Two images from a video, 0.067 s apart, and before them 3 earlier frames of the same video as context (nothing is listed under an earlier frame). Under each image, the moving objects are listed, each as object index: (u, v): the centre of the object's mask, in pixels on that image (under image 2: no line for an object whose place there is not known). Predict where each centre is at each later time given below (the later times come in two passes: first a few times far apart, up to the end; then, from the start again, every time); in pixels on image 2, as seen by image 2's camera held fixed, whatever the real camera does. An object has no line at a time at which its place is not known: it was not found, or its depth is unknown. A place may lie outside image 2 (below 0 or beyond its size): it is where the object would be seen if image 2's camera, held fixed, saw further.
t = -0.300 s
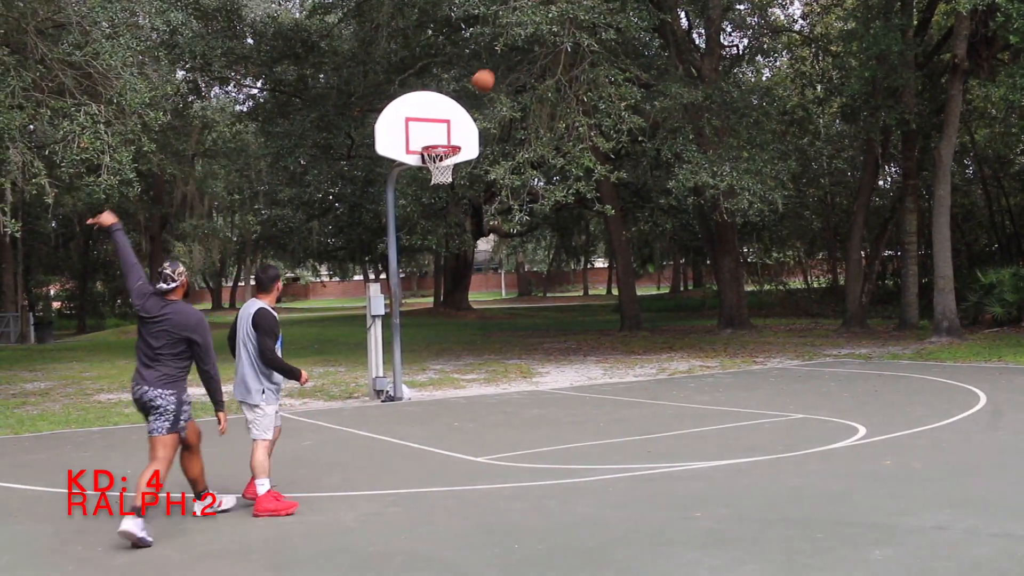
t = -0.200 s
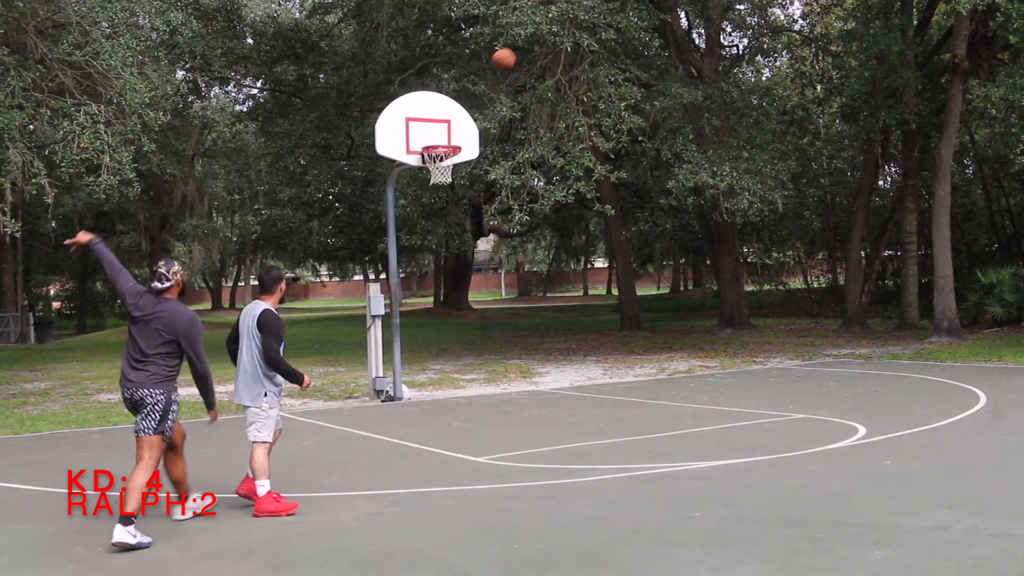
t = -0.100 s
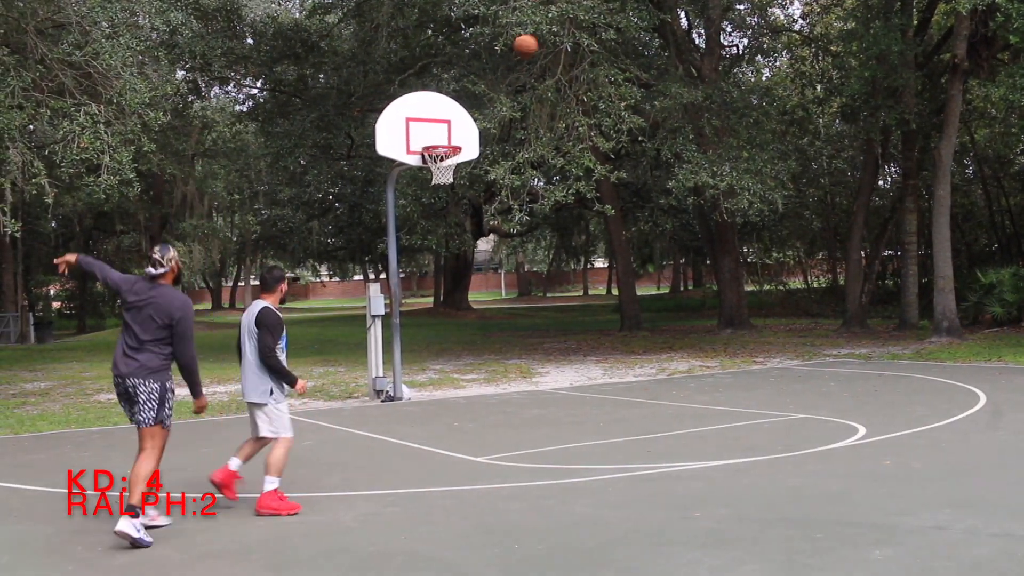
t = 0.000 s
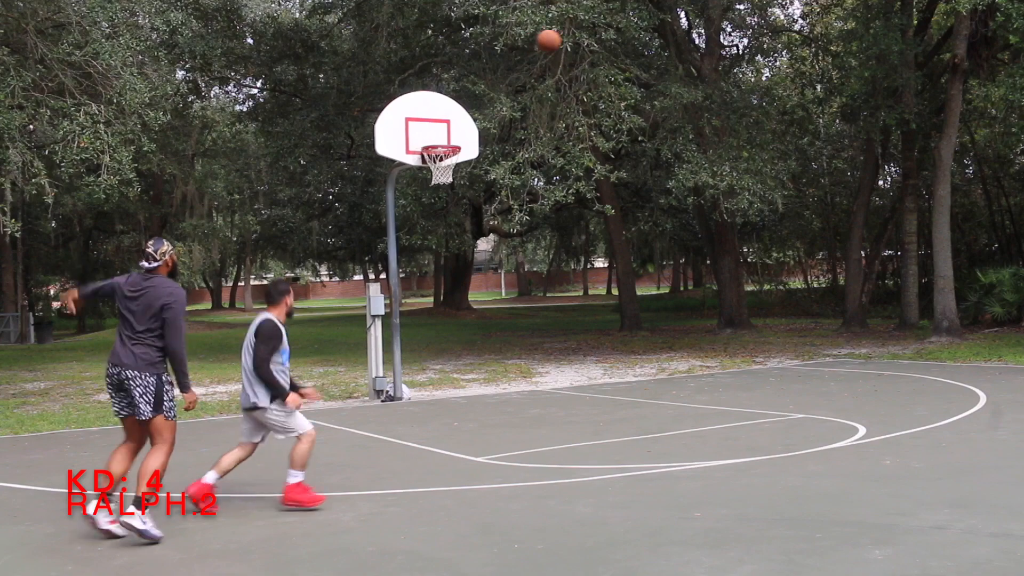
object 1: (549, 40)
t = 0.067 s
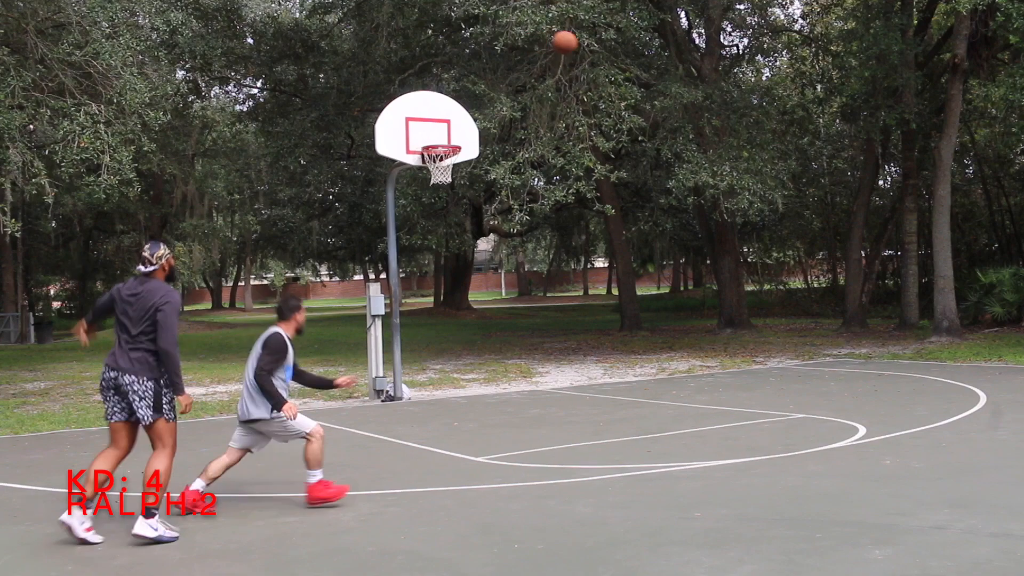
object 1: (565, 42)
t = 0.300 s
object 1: (626, 82)
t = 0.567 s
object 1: (707, 205)
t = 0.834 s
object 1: (802, 419)
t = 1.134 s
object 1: (863, 247)
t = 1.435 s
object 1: (932, 165)
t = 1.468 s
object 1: (940, 163)
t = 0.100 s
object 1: (573, 44)
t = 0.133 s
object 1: (582, 48)
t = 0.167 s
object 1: (590, 52)
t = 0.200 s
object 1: (599, 58)
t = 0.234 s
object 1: (608, 64)
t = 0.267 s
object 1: (617, 73)
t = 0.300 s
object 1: (626, 82)
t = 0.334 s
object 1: (636, 93)
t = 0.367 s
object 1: (645, 105)
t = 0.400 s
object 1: (655, 118)
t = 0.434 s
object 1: (665, 132)
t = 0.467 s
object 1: (676, 149)
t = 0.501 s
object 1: (686, 166)
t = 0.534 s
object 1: (697, 185)
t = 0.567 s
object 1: (707, 205)
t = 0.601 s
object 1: (718, 228)
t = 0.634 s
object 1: (729, 250)
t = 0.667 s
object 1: (741, 274)
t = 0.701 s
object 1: (754, 303)
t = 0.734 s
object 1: (766, 330)
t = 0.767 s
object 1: (777, 358)
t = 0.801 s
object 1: (790, 391)
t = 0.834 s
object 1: (802, 419)
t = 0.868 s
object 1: (809, 396)
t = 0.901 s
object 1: (815, 376)
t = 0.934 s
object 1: (823, 351)
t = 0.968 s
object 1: (829, 332)
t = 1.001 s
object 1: (836, 313)
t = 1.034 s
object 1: (842, 296)
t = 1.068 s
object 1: (849, 279)
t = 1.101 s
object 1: (856, 261)
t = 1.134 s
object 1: (863, 247)
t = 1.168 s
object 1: (870, 233)
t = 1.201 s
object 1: (877, 221)
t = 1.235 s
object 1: (885, 209)
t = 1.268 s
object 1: (893, 199)
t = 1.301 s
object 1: (900, 190)
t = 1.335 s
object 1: (908, 182)
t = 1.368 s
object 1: (916, 175)
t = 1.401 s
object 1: (923, 169)
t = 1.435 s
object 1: (932, 165)
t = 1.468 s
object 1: (940, 163)
